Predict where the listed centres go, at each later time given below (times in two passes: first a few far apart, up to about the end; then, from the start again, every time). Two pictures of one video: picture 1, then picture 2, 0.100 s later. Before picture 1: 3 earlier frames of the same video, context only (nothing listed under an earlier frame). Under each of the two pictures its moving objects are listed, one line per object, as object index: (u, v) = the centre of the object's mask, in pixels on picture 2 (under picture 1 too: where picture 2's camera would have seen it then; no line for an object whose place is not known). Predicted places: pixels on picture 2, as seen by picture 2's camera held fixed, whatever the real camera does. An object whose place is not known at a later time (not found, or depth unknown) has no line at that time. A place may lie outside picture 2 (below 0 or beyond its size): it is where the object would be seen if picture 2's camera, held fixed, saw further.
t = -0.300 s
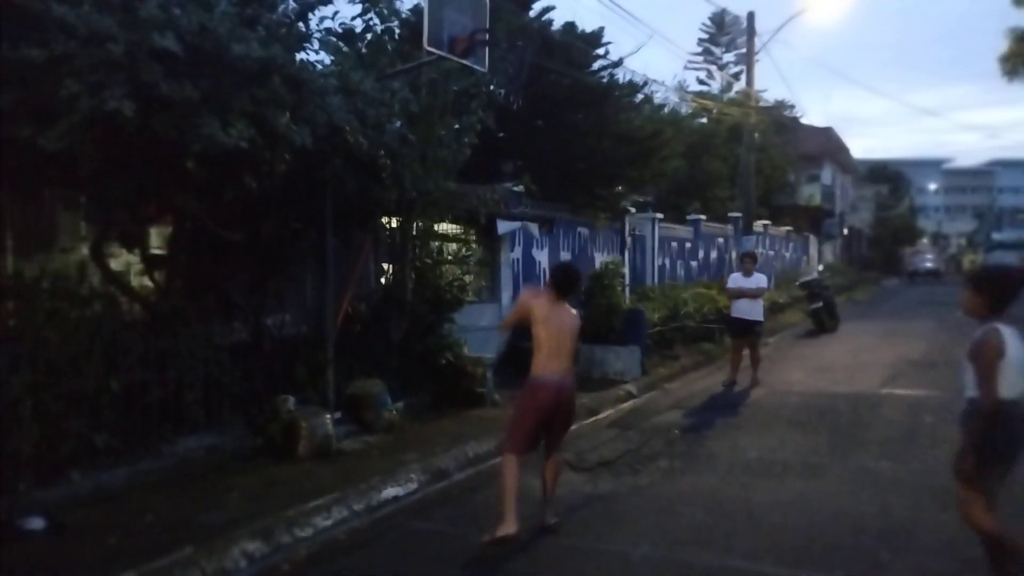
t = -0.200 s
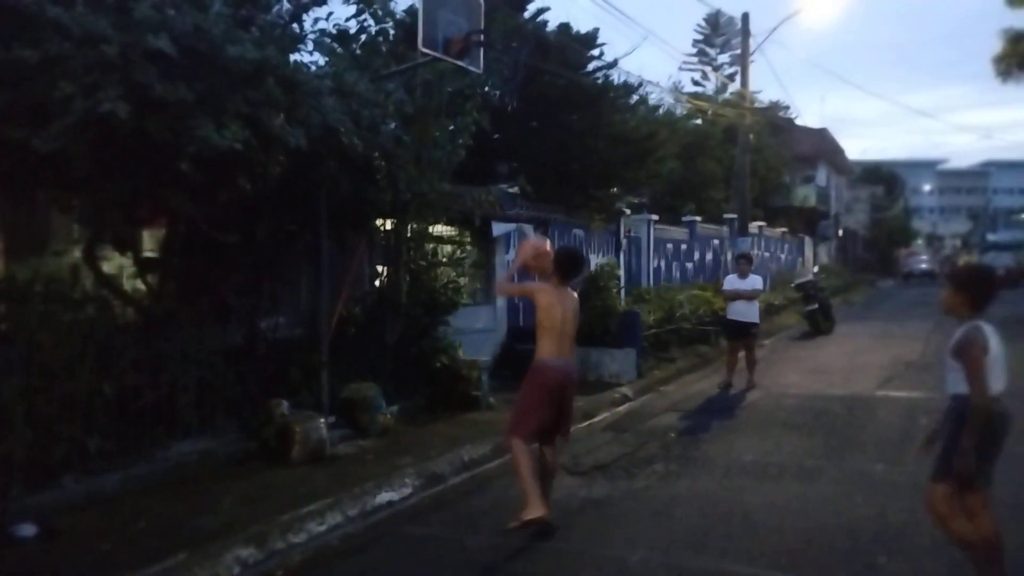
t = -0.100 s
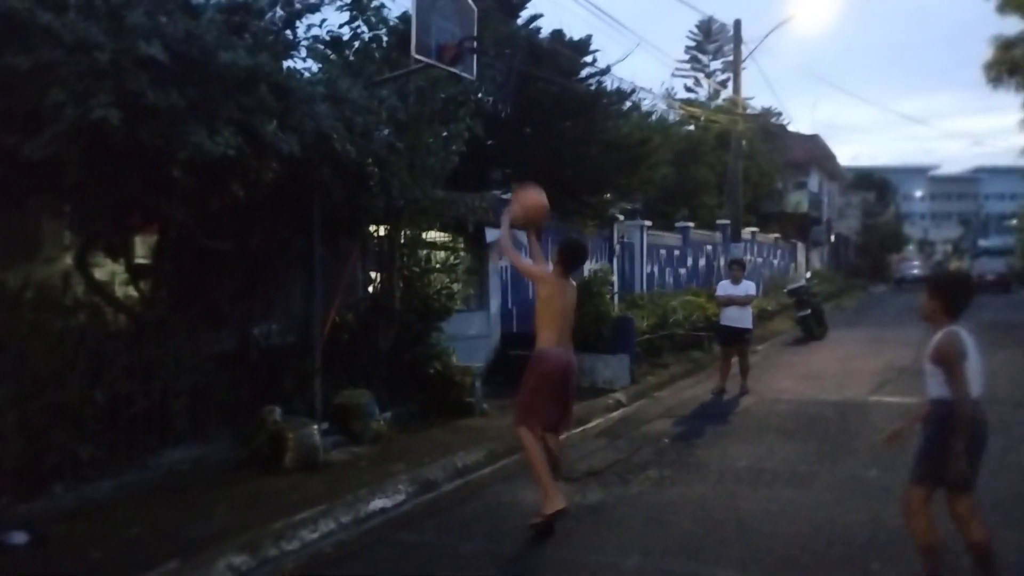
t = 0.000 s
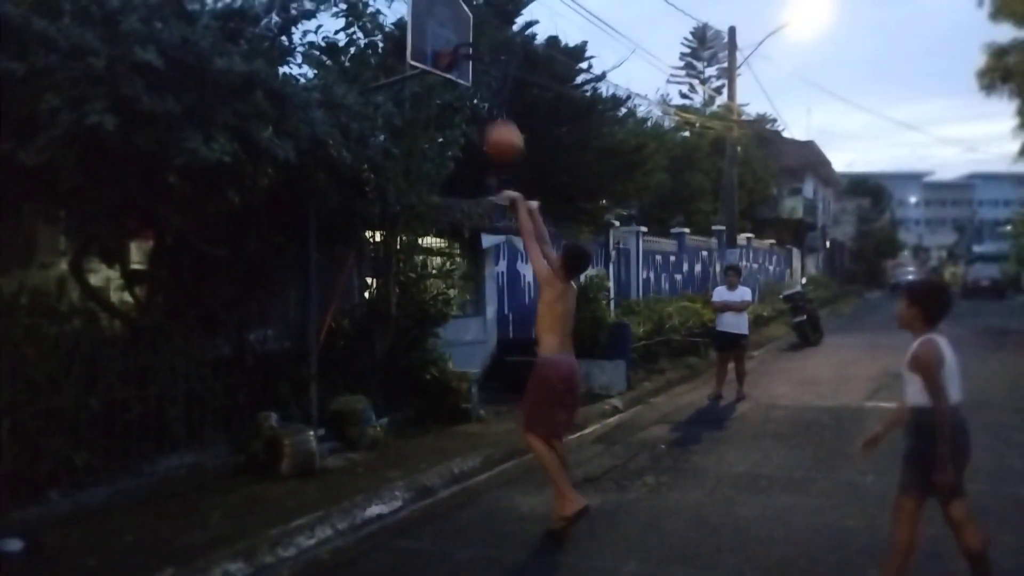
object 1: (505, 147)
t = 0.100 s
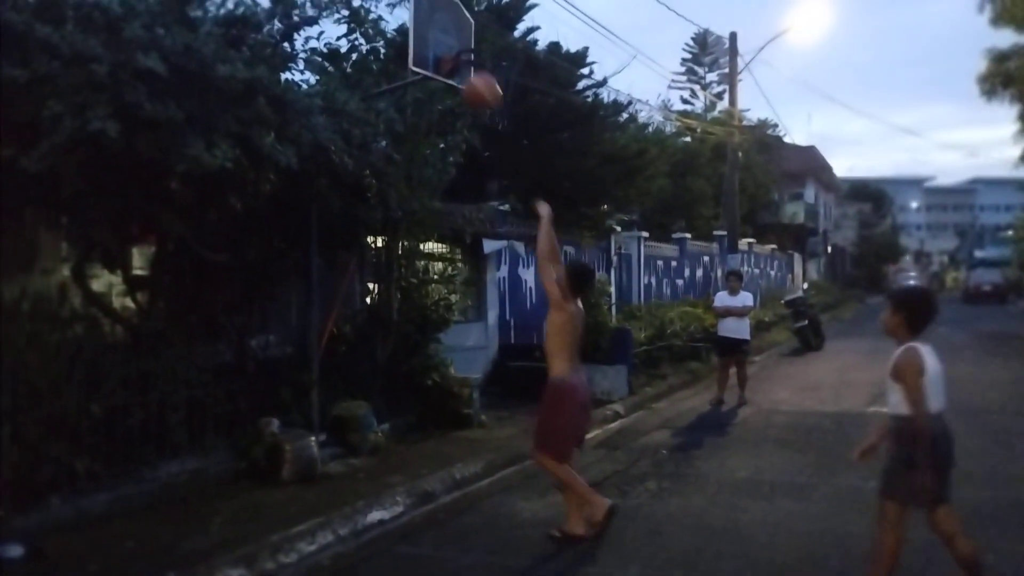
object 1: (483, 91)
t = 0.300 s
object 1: (439, 34)
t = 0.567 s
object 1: (456, 58)
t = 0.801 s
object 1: (486, 162)
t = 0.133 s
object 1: (474, 76)
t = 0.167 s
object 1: (465, 66)
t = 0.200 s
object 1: (457, 57)
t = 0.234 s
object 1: (453, 48)
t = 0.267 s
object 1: (445, 41)
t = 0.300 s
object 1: (439, 34)
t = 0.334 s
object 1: (431, 31)
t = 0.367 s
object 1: (431, 30)
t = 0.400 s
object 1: (435, 31)
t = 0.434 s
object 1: (439, 32)
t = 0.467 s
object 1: (444, 35)
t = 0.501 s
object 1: (448, 41)
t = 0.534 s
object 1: (452, 54)
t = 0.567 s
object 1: (456, 58)
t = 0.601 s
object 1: (459, 67)
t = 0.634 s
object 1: (463, 75)
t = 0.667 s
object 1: (469, 90)
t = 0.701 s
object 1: (473, 108)
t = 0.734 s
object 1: (477, 125)
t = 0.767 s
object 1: (481, 141)
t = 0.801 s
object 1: (486, 162)
